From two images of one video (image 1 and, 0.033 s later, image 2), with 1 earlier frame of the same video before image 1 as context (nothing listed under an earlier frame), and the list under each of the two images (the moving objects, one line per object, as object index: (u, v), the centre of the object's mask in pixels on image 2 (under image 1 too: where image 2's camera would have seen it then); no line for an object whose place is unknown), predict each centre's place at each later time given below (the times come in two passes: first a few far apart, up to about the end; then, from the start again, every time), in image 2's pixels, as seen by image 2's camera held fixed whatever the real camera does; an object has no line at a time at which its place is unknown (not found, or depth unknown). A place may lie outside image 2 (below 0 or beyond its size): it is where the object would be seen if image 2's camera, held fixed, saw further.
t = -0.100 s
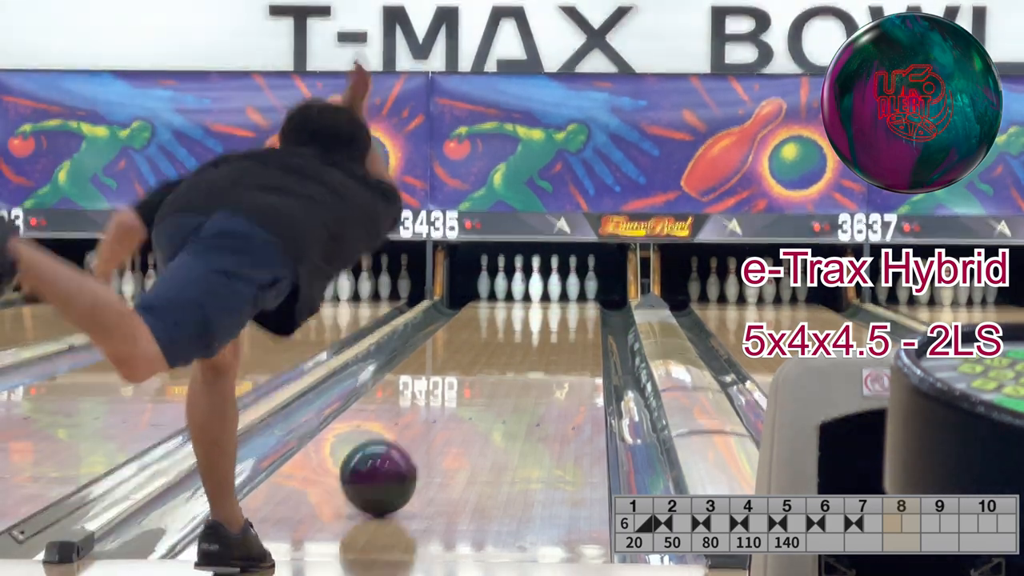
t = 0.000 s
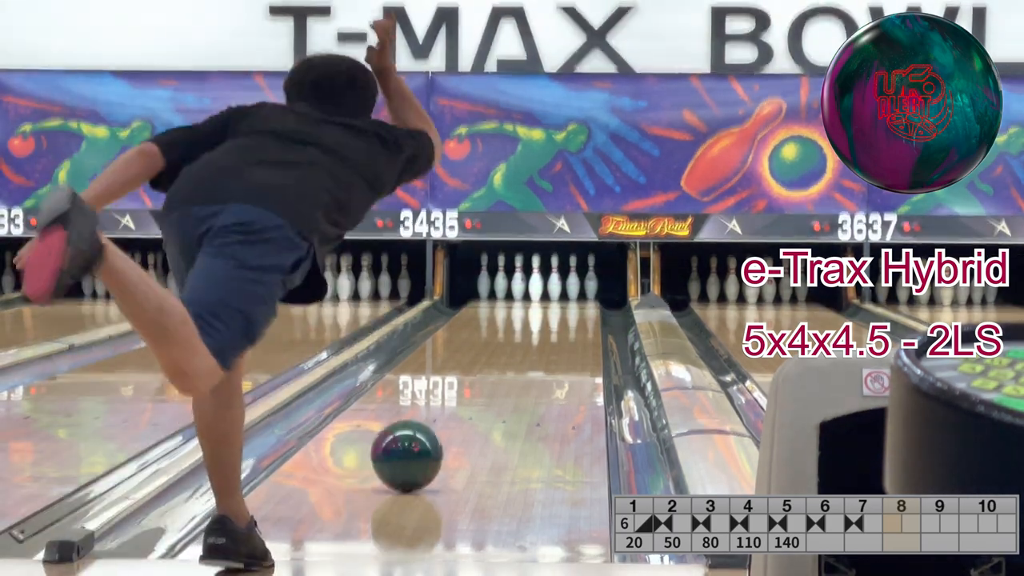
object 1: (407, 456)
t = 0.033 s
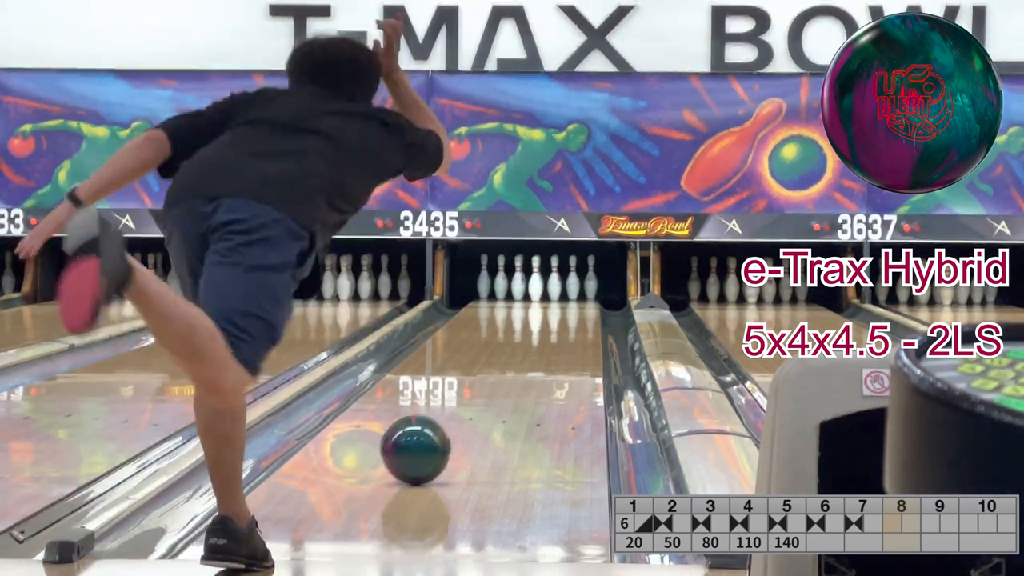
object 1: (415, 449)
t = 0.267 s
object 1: (464, 412)
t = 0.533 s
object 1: (504, 380)
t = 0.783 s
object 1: (531, 359)
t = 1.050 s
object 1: (552, 341)
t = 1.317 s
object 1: (567, 327)
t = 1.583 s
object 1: (577, 315)
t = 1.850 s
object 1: (580, 306)
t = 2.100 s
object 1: (578, 299)
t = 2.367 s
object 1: (567, 292)
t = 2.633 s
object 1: (554, 286)
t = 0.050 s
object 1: (420, 446)
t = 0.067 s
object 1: (424, 443)
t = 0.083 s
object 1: (427, 440)
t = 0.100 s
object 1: (431, 437)
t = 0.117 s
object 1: (435, 434)
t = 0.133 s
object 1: (438, 432)
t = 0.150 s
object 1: (442, 429)
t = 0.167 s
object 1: (445, 426)
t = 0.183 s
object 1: (449, 424)
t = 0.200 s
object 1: (452, 421)
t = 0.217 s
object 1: (455, 419)
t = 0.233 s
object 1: (458, 416)
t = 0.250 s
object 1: (461, 414)
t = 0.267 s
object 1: (464, 412)
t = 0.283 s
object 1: (467, 409)
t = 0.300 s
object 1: (470, 407)
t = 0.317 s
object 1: (473, 405)
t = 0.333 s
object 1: (476, 403)
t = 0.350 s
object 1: (478, 401)
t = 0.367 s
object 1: (481, 398)
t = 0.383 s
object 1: (483, 397)
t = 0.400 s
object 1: (486, 394)
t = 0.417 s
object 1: (488, 393)
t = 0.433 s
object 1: (491, 391)
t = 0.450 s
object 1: (493, 389)
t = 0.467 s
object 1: (495, 387)
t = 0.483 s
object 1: (498, 386)
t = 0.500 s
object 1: (500, 384)
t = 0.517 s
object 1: (502, 382)
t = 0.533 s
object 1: (504, 380)
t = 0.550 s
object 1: (506, 379)
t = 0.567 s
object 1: (508, 377)
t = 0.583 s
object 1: (510, 375)
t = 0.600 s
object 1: (512, 374)
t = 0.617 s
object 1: (514, 372)
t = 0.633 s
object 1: (516, 371)
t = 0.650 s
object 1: (517, 370)
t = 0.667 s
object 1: (519, 368)
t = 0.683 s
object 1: (521, 367)
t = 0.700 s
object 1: (523, 366)
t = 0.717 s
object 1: (524, 364)
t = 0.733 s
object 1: (526, 363)
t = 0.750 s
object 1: (527, 361)
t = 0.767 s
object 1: (529, 360)
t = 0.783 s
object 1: (531, 359)
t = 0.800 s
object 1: (532, 357)
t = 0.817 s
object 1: (534, 356)
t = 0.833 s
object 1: (535, 355)
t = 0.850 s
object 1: (537, 354)
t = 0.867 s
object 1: (538, 352)
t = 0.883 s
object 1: (539, 352)
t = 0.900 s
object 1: (541, 350)
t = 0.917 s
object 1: (542, 349)
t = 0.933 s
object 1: (543, 348)
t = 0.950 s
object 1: (545, 347)
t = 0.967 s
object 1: (546, 346)
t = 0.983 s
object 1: (547, 345)
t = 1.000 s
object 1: (549, 344)
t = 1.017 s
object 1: (550, 343)
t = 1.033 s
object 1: (551, 343)
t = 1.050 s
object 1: (552, 341)
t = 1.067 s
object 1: (553, 340)
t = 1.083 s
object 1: (554, 340)
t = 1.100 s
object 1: (555, 338)
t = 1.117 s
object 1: (556, 338)
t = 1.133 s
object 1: (557, 337)
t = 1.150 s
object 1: (558, 336)
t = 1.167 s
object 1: (559, 335)
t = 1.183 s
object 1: (560, 334)
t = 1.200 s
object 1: (560, 333)
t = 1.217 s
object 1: (561, 332)
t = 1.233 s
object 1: (562, 331)
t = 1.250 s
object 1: (563, 331)
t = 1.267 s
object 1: (564, 330)
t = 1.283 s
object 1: (565, 329)
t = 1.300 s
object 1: (566, 328)
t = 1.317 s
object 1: (567, 327)
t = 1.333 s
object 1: (568, 326)
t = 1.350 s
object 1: (568, 326)
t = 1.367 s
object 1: (569, 325)
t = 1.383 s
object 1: (569, 324)
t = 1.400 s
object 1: (570, 323)
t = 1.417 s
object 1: (571, 323)
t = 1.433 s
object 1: (572, 322)
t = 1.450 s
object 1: (572, 321)
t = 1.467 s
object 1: (573, 320)
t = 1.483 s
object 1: (574, 319)
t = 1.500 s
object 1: (574, 318)
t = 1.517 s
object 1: (575, 318)
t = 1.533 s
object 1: (575, 317)
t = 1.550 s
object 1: (576, 316)
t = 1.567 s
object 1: (576, 316)
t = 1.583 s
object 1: (577, 315)
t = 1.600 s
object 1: (577, 315)
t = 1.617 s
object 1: (578, 314)
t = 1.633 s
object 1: (578, 313)
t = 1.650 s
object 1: (579, 313)
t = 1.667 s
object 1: (579, 312)
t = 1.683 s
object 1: (579, 312)
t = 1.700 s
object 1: (580, 311)
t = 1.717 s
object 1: (580, 311)
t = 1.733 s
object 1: (580, 310)
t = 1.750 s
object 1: (580, 310)
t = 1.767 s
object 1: (580, 309)
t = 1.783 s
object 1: (580, 308)
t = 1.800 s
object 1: (580, 308)
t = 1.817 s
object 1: (580, 308)
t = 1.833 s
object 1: (580, 307)
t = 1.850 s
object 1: (580, 306)
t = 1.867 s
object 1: (580, 306)
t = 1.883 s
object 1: (580, 305)
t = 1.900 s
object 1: (580, 305)
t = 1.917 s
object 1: (580, 304)
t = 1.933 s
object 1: (580, 304)
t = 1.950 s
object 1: (580, 303)
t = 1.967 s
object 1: (580, 303)
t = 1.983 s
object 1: (580, 302)
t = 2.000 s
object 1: (580, 302)
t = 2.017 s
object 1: (579, 301)
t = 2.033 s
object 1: (579, 301)
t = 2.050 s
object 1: (579, 300)
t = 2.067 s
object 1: (579, 300)
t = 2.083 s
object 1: (578, 299)
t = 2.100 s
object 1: (578, 299)
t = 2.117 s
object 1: (577, 298)
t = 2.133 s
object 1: (577, 297)
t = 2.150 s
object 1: (576, 297)
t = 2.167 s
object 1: (575, 296)
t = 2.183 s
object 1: (575, 296)
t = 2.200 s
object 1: (574, 296)
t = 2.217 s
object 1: (574, 295)
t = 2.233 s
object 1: (573, 295)
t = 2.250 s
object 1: (572, 294)
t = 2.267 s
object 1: (572, 294)
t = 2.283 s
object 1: (571, 294)
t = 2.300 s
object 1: (570, 293)
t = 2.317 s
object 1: (569, 293)
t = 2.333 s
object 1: (569, 293)
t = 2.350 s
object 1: (568, 292)
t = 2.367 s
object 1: (567, 292)
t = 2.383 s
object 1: (566, 292)
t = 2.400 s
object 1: (565, 291)
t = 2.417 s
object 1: (564, 291)
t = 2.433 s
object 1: (563, 290)
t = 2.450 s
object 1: (562, 290)
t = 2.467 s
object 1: (562, 290)
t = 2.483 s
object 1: (561, 289)
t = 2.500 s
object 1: (560, 289)
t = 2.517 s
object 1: (559, 289)
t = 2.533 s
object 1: (558, 289)
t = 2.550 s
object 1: (557, 289)
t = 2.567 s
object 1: (557, 289)
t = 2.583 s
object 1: (556, 288)
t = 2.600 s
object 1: (555, 286)
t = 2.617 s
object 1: (555, 288)
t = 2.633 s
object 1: (554, 286)
